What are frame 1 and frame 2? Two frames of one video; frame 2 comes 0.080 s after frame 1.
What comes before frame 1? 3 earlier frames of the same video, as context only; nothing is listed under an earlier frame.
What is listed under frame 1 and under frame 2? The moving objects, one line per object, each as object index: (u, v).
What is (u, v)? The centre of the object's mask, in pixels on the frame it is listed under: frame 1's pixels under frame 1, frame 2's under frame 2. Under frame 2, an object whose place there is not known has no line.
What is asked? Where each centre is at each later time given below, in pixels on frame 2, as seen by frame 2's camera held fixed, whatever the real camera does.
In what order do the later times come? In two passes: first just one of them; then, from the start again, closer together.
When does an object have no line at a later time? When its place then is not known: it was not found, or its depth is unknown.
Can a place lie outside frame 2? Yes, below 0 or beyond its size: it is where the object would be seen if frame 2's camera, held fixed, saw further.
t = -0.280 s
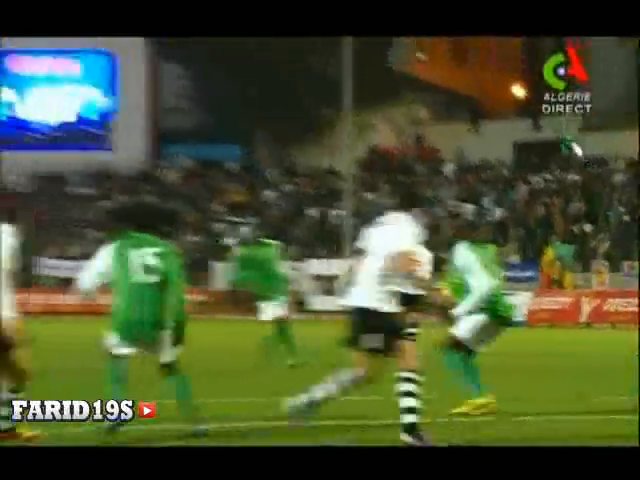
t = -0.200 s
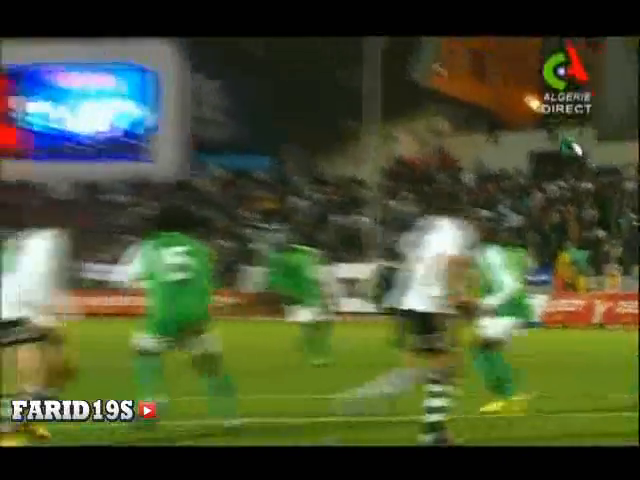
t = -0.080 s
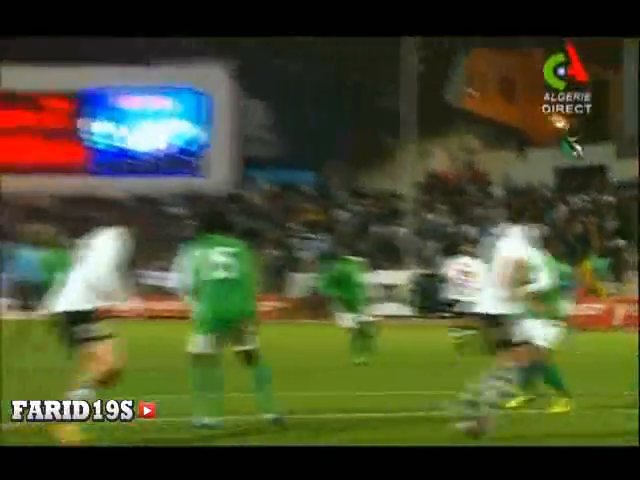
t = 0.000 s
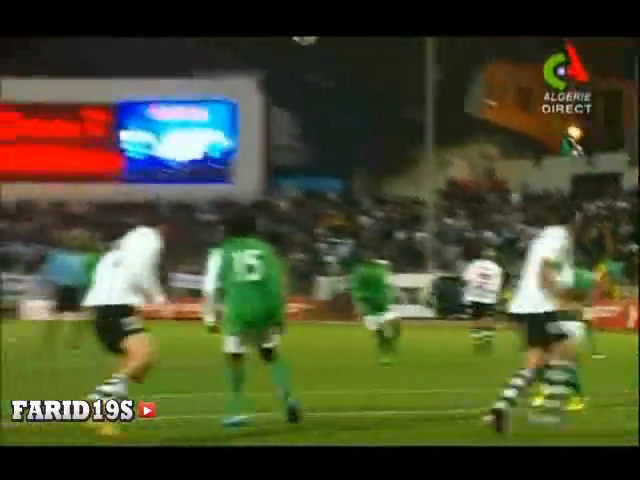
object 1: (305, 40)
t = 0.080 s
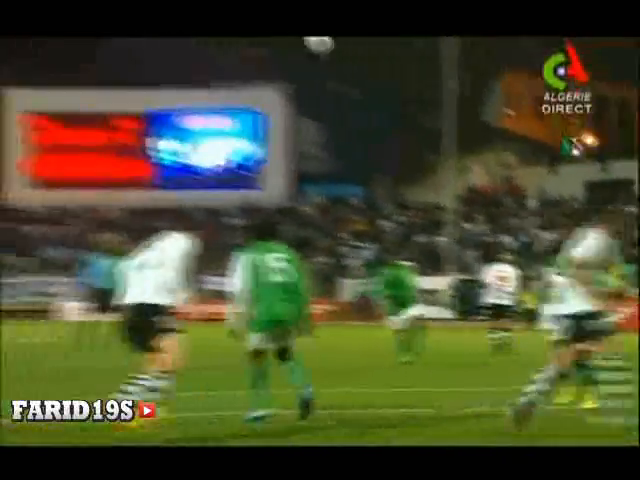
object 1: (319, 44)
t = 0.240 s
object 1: (297, 42)
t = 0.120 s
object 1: (314, 41)
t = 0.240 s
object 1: (297, 42)
